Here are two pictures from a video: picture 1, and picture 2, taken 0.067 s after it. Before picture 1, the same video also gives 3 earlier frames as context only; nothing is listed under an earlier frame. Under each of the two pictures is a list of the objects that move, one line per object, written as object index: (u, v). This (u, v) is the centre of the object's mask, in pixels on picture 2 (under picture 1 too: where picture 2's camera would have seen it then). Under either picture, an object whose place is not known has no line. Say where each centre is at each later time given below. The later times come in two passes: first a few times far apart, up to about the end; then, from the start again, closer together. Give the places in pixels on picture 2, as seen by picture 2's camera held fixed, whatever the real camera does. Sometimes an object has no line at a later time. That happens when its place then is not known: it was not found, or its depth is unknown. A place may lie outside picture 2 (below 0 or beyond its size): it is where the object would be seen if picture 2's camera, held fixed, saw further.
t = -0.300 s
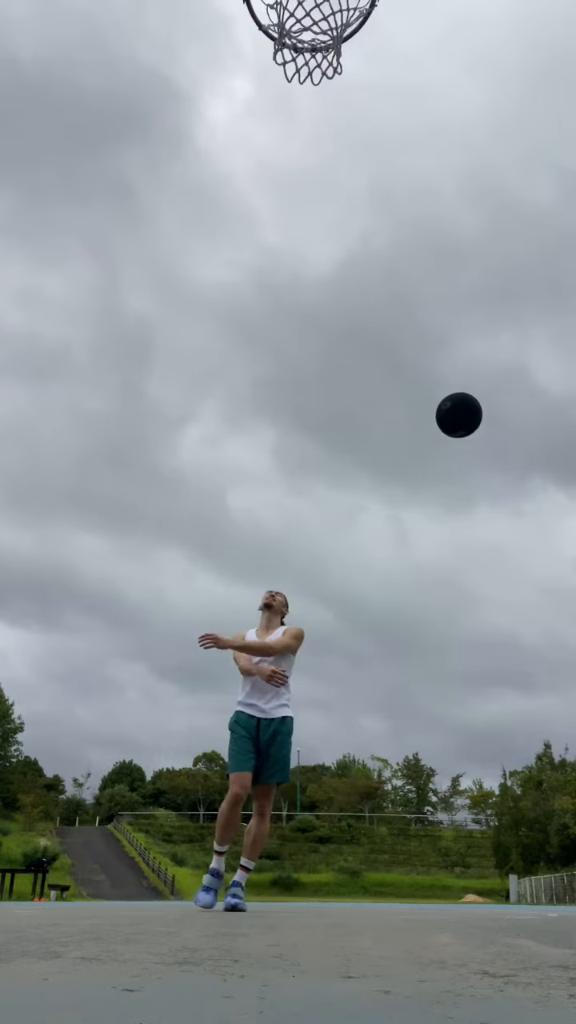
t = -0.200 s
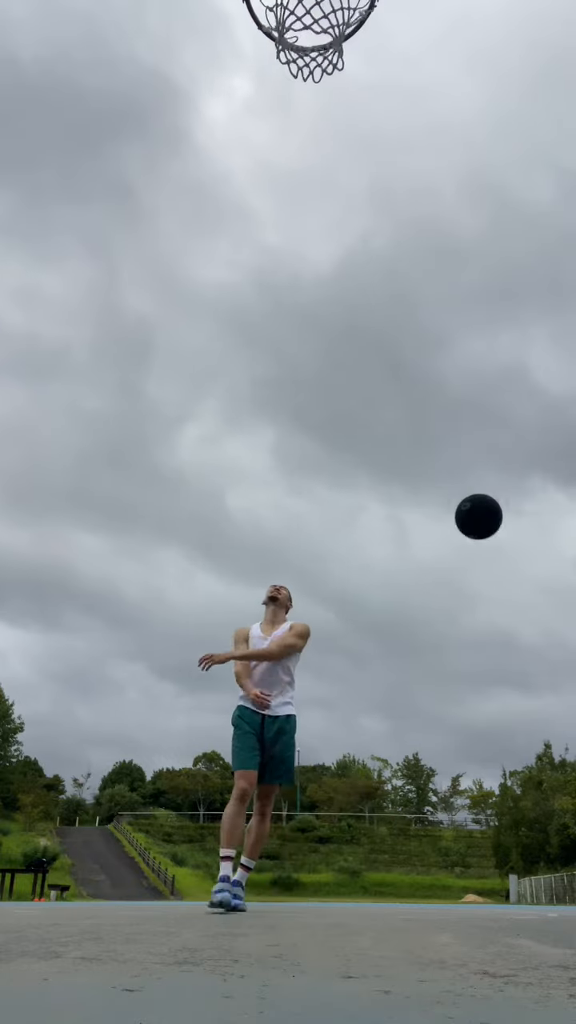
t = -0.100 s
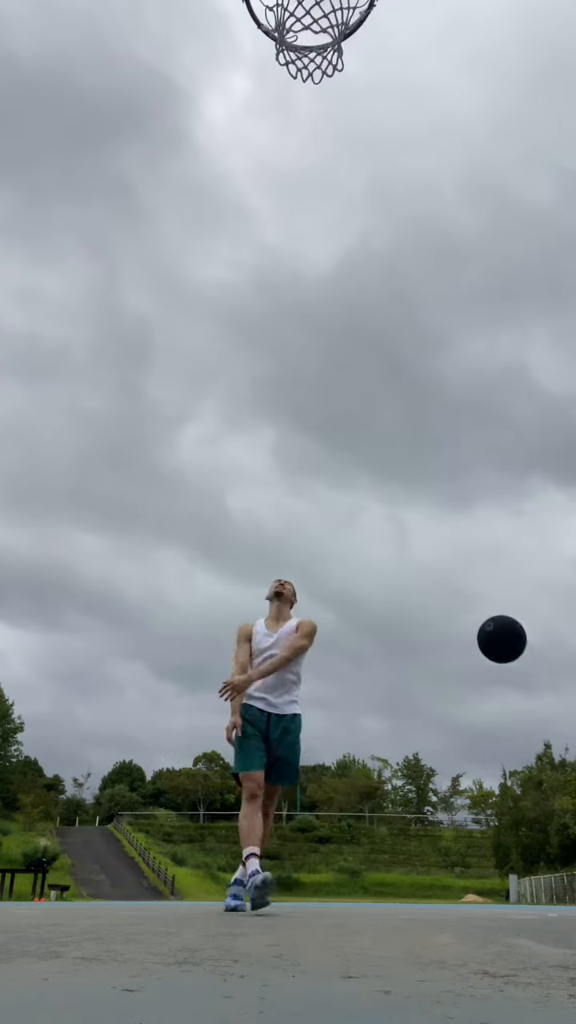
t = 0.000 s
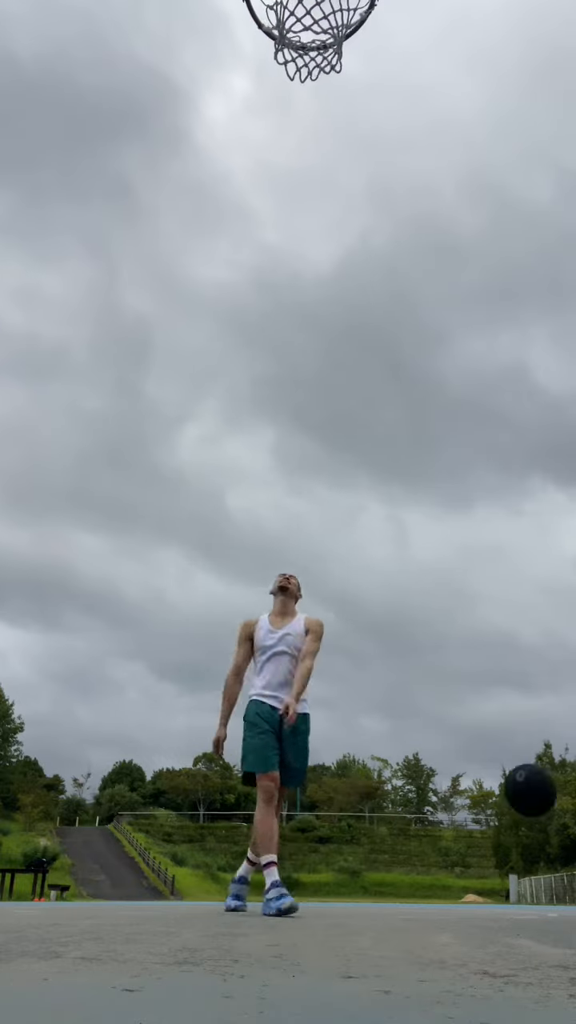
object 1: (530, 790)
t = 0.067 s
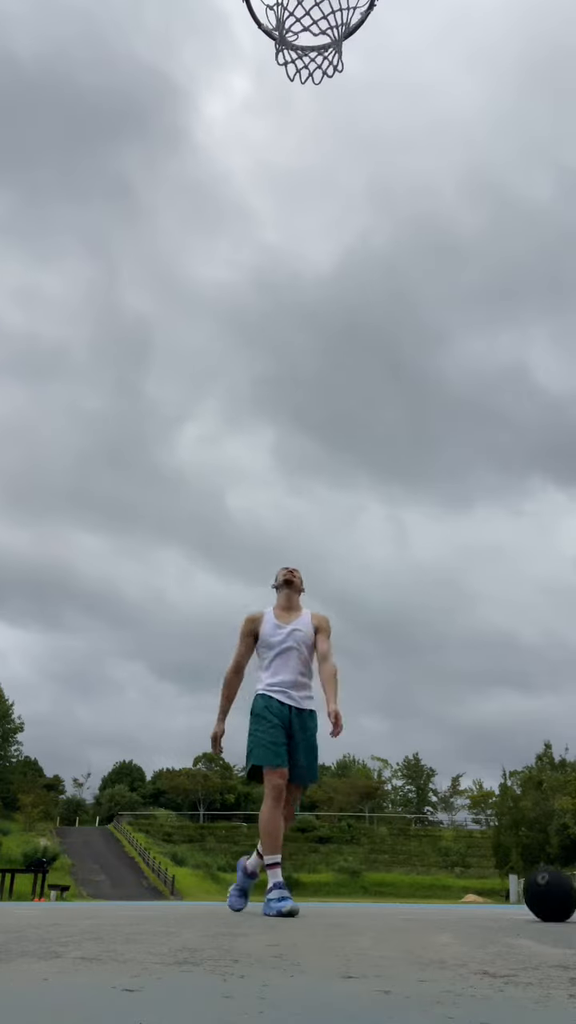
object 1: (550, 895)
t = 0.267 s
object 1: (540, 677)
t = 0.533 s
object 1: (546, 555)
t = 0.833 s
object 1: (565, 560)
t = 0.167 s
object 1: (543, 767)
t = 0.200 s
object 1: (542, 734)
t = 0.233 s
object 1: (541, 704)
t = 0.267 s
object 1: (540, 677)
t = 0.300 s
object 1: (540, 654)
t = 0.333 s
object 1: (540, 633)
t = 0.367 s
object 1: (540, 614)
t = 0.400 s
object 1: (541, 598)
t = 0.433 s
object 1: (542, 585)
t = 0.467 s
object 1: (543, 573)
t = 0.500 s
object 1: (545, 563)
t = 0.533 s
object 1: (546, 555)
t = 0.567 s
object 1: (548, 549)
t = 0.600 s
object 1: (550, 545)
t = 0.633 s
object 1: (553, 542)
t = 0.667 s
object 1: (555, 541)
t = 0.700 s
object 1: (557, 542)
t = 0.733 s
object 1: (559, 544)
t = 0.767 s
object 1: (561, 548)
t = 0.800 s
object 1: (563, 553)
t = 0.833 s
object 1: (565, 560)
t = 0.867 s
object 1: (567, 568)
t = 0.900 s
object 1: (569, 578)
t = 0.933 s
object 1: (571, 590)
